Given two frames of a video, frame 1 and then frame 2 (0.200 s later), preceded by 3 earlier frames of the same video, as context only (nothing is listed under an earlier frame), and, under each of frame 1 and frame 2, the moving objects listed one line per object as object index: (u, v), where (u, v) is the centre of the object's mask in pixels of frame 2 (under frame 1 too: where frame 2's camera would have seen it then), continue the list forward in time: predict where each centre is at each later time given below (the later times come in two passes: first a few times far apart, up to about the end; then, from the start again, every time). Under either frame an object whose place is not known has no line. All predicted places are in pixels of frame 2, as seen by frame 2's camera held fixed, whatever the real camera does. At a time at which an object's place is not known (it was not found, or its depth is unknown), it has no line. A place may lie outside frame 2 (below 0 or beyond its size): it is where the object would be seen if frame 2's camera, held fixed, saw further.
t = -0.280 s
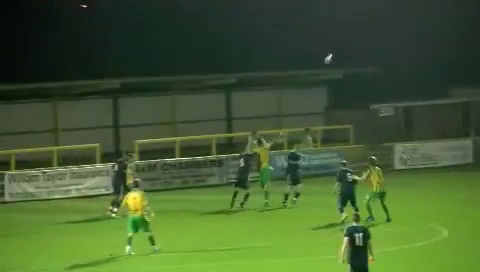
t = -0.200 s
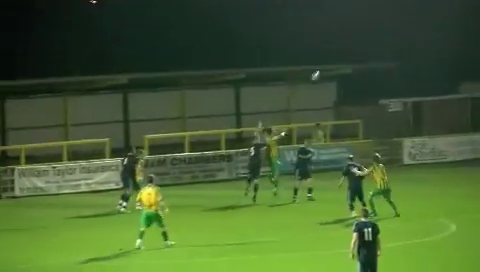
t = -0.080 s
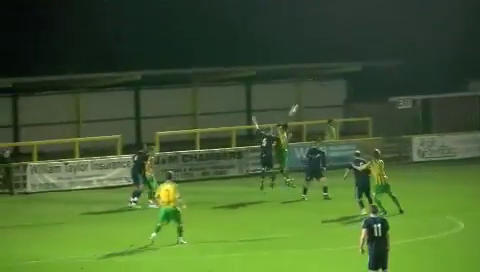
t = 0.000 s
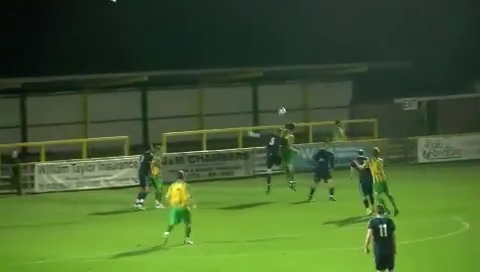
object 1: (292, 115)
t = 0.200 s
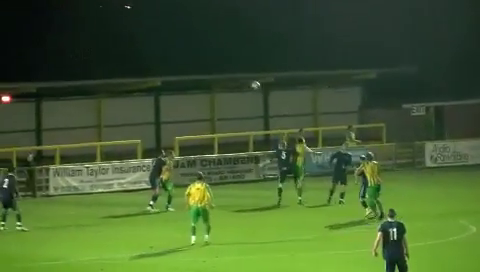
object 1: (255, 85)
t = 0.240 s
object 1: (248, 80)
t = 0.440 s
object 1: (210, 68)
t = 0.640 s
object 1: (174, 70)
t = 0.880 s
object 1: (132, 91)
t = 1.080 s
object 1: (97, 126)
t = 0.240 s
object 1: (248, 80)
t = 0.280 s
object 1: (240, 77)
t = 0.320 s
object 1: (233, 74)
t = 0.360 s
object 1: (226, 71)
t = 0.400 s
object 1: (218, 69)
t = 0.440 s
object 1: (210, 68)
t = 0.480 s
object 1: (203, 67)
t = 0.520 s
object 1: (196, 67)
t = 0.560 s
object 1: (188, 67)
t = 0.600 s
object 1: (181, 68)
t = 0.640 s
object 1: (174, 70)
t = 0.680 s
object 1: (167, 72)
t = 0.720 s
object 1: (160, 74)
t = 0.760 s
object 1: (153, 77)
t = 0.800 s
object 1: (146, 81)
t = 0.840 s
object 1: (139, 86)
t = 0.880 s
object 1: (132, 91)
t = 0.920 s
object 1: (125, 96)
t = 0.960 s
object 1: (118, 103)
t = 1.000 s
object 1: (111, 110)
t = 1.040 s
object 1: (104, 117)
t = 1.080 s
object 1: (97, 126)
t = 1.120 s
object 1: (91, 135)
